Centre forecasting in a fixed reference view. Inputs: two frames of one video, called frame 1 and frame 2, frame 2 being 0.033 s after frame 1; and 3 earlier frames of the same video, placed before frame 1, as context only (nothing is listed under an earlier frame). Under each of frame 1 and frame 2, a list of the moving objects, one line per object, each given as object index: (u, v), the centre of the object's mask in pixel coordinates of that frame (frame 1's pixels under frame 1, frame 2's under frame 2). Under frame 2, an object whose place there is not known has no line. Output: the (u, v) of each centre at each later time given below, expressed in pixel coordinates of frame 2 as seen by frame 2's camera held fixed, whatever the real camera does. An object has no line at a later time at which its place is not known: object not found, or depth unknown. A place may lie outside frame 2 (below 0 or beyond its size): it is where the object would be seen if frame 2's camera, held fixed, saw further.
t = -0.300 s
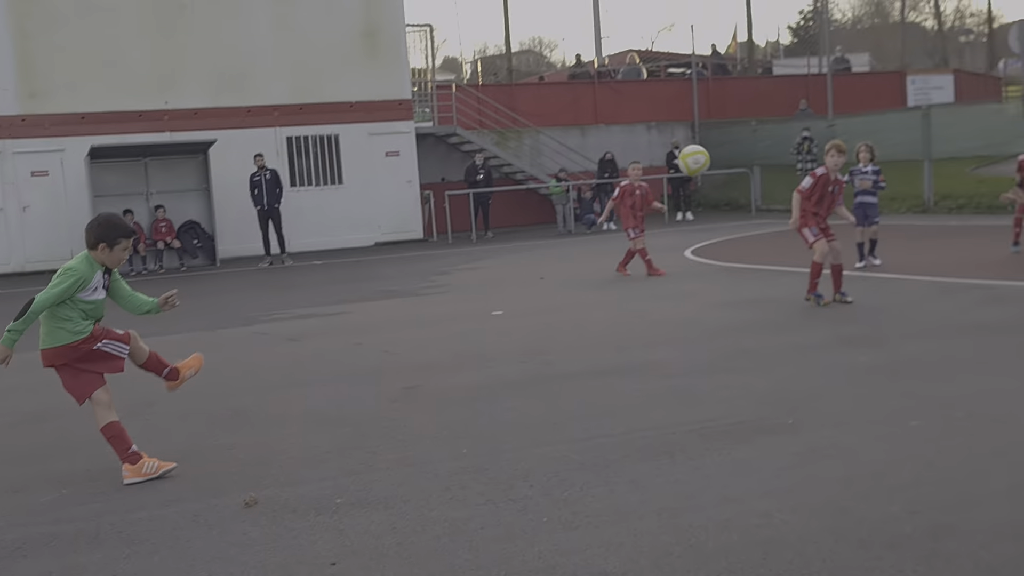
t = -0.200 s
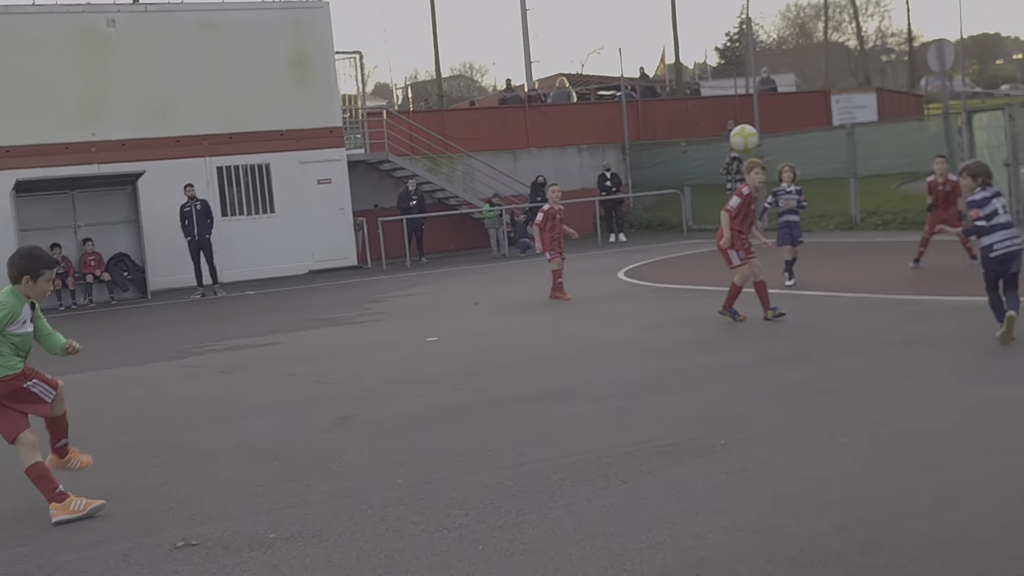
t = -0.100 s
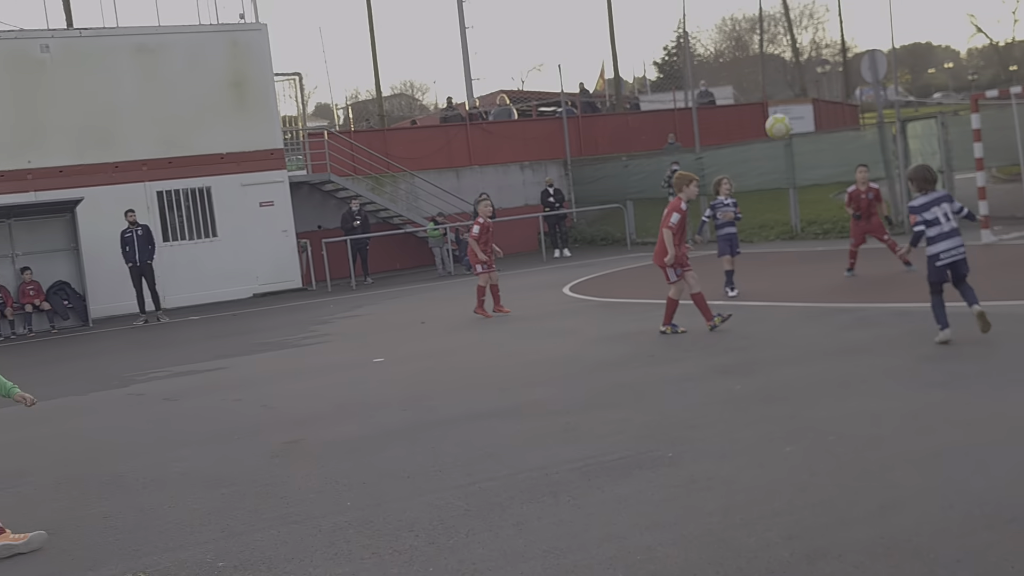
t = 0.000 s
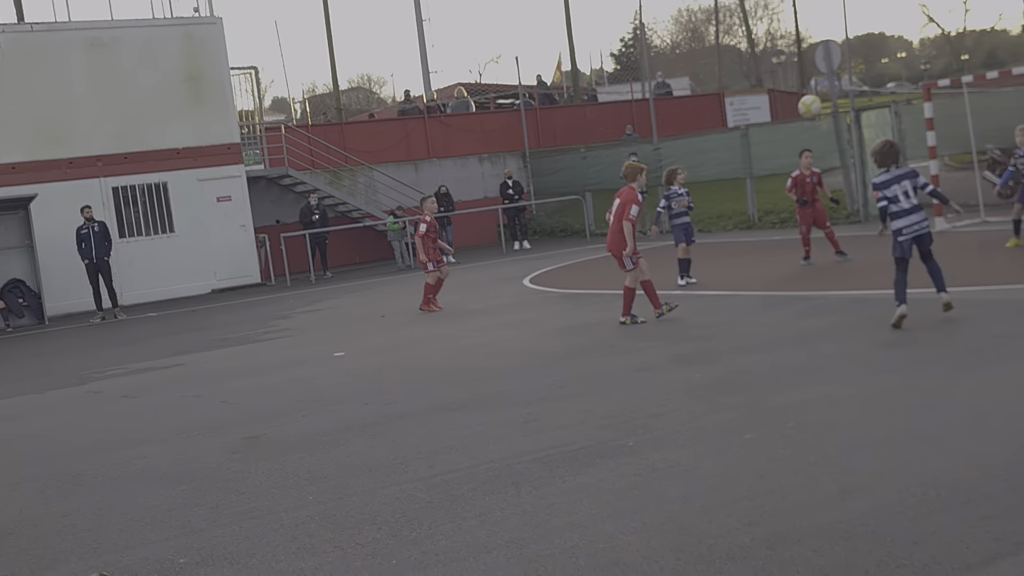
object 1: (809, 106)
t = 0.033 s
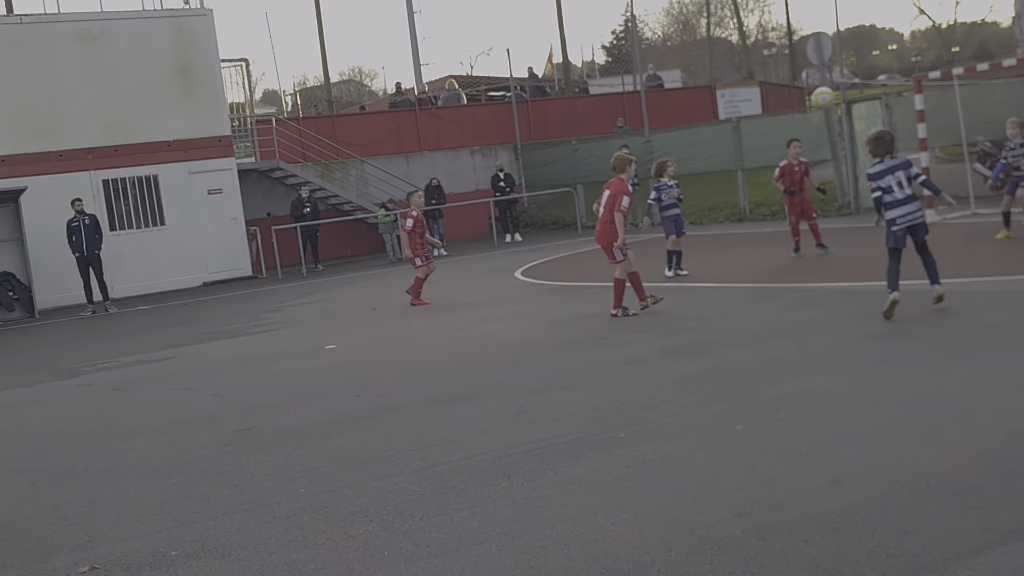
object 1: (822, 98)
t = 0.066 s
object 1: (843, 97)
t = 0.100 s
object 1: (861, 97)
